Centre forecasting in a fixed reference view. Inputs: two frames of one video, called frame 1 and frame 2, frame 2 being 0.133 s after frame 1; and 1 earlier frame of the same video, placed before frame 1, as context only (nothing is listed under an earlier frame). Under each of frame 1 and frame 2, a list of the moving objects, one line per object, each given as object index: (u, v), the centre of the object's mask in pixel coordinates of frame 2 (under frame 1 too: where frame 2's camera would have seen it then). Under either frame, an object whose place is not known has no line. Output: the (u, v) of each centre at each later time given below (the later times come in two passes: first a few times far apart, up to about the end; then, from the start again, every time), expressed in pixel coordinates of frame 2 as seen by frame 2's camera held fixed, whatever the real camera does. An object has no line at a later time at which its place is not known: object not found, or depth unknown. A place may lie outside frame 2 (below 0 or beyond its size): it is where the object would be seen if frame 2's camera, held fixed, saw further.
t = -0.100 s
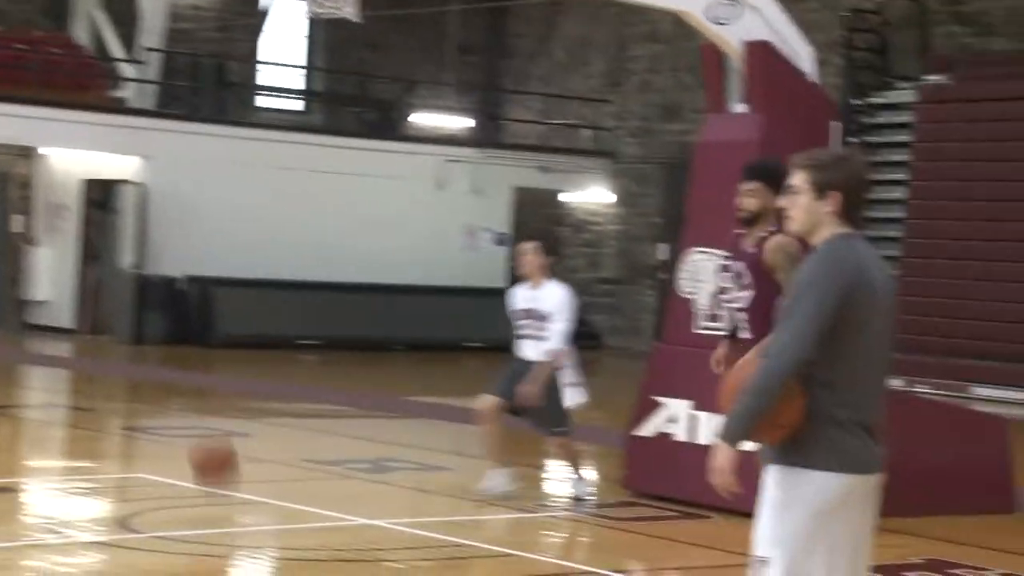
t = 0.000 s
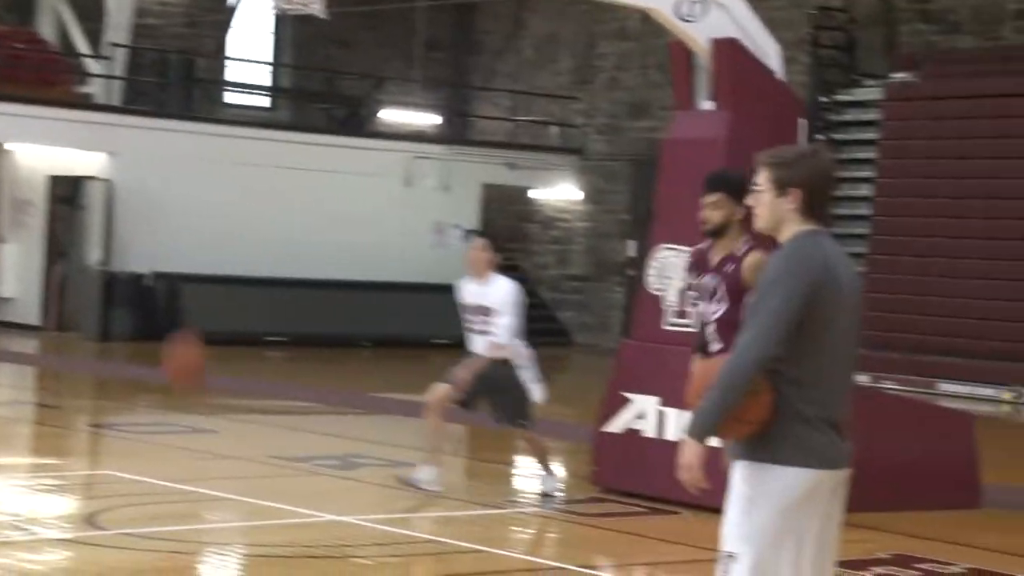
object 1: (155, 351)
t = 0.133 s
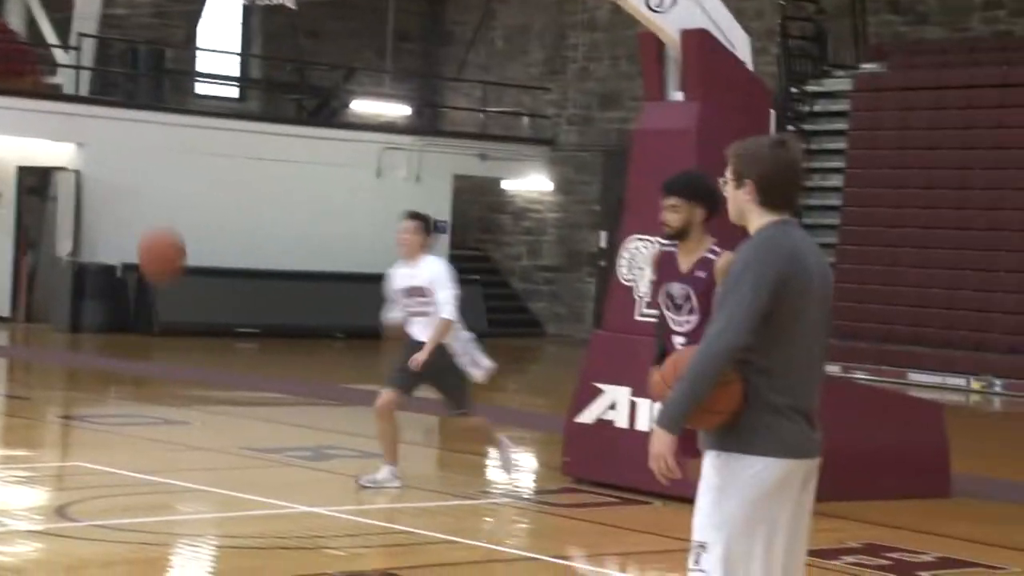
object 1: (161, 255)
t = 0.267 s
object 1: (163, 186)
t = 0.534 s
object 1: (161, 153)
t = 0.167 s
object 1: (162, 232)
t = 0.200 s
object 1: (163, 215)
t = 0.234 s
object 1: (163, 199)
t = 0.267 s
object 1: (163, 186)
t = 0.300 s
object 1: (164, 175)
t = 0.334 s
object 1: (163, 165)
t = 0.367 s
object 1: (163, 158)
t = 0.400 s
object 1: (163, 152)
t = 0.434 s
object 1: (163, 149)
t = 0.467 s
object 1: (162, 148)
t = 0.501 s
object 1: (162, 150)
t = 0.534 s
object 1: (161, 153)
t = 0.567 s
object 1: (161, 158)
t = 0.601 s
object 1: (160, 167)
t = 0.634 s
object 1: (160, 177)
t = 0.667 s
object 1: (159, 189)
